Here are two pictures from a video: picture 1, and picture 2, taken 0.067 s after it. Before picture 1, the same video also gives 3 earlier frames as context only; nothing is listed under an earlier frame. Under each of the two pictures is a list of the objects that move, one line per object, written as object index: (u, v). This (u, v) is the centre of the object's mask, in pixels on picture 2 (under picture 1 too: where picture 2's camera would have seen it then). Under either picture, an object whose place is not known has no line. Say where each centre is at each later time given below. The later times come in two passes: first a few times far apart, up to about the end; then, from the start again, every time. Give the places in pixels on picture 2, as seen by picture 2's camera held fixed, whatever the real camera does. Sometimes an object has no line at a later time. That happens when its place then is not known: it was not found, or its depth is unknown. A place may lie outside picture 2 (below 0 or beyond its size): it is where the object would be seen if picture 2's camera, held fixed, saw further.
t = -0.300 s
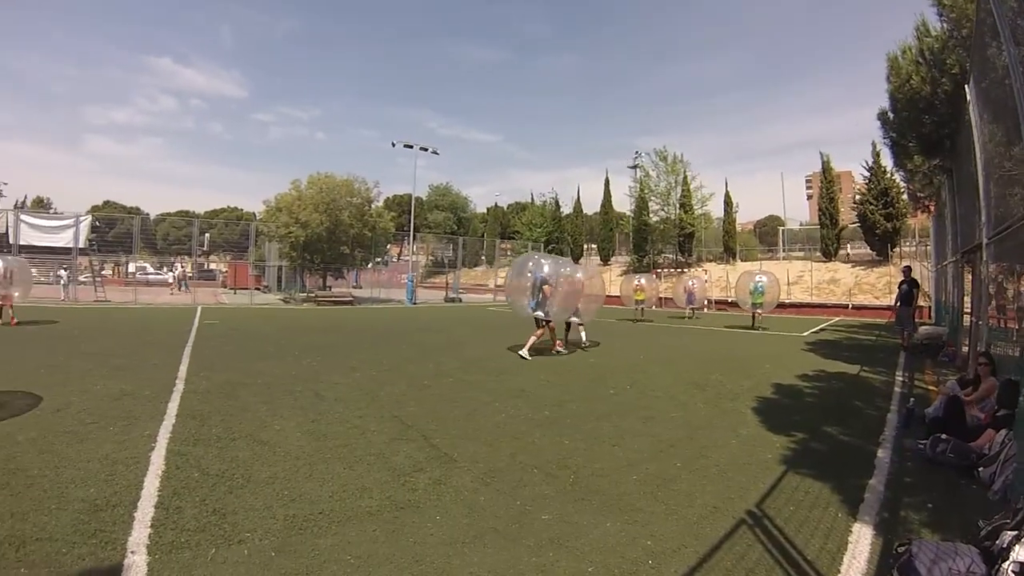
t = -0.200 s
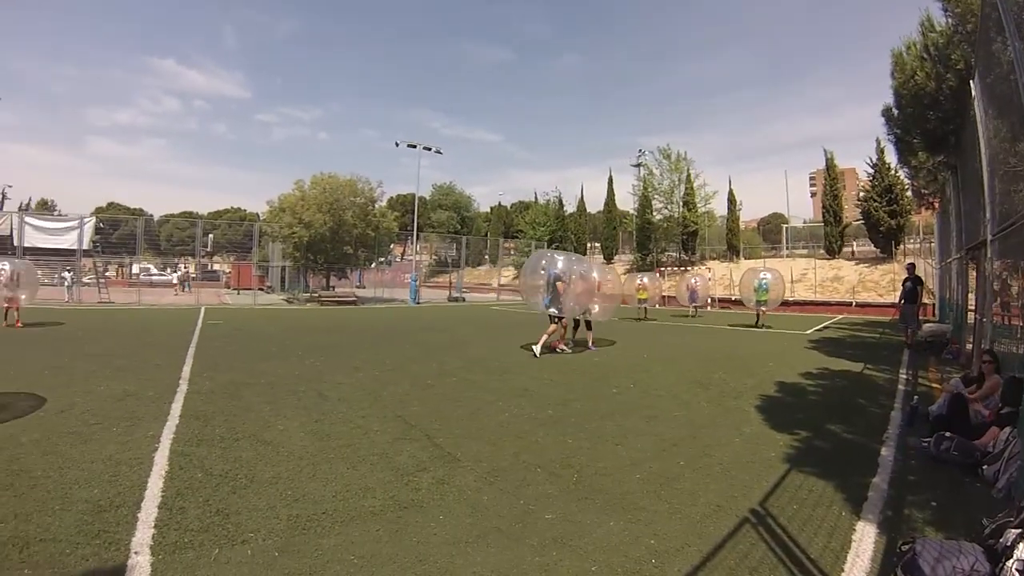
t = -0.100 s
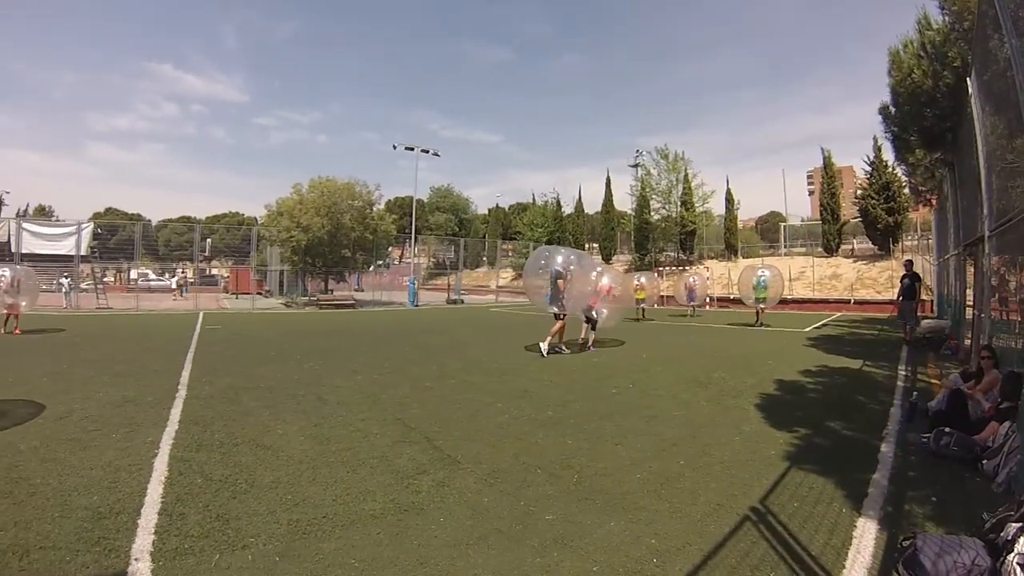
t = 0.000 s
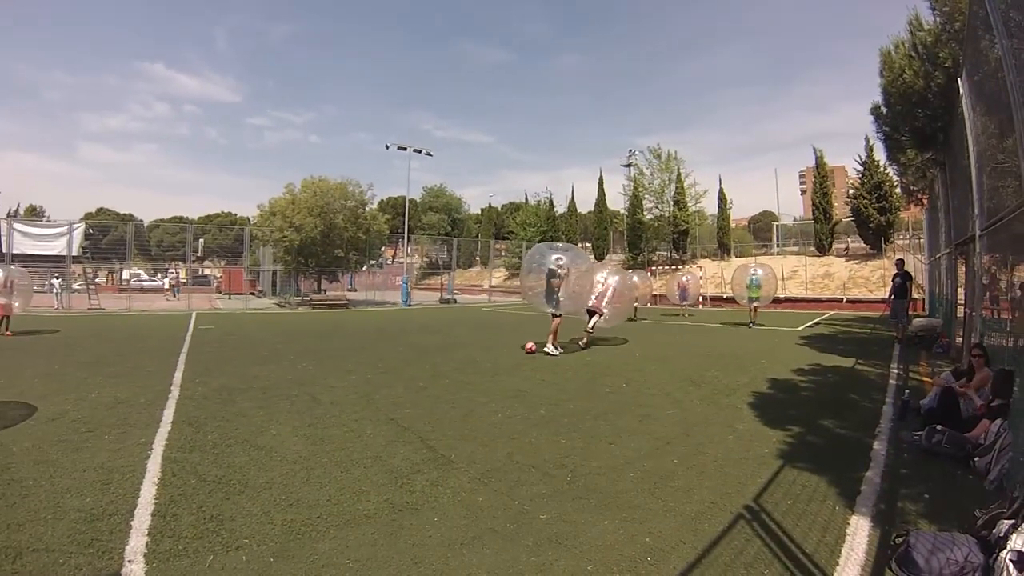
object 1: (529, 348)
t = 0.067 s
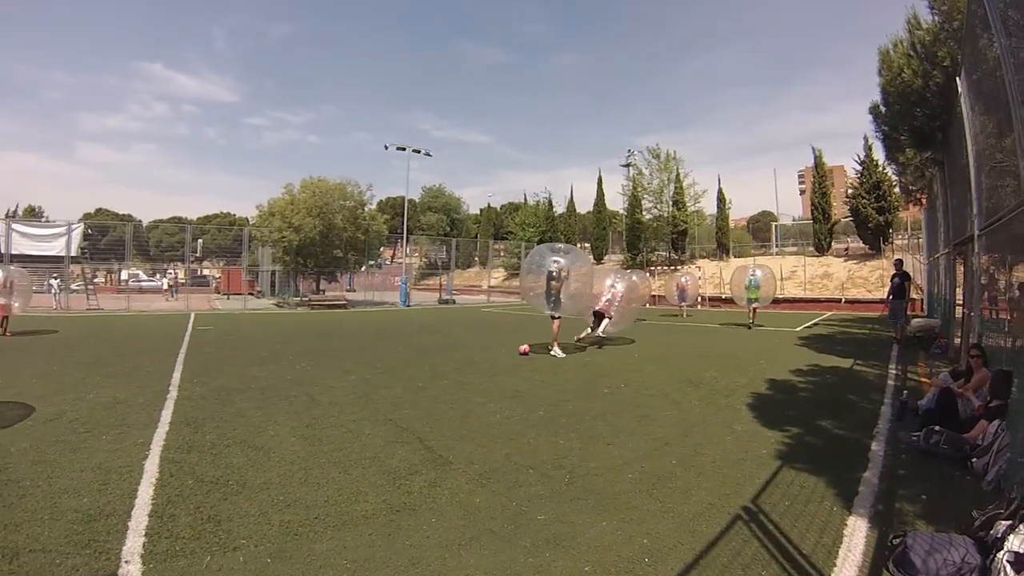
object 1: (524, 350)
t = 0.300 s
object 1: (501, 351)
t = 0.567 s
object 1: (479, 354)
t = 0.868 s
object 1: (452, 357)
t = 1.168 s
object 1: (427, 360)
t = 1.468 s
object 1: (402, 361)
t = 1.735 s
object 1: (381, 363)
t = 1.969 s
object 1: (361, 364)
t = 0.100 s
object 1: (520, 350)
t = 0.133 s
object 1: (518, 350)
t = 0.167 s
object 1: (515, 351)
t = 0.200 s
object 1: (511, 351)
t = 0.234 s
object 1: (508, 351)
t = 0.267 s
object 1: (504, 351)
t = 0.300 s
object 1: (501, 351)
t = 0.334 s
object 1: (498, 352)
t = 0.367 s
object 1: (495, 352)
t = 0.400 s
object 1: (493, 352)
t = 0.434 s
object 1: (490, 353)
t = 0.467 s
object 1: (487, 353)
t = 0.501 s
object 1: (484, 353)
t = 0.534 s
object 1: (482, 354)
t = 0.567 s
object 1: (479, 354)
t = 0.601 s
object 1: (476, 354)
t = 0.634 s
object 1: (472, 355)
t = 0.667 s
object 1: (470, 355)
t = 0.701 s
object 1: (467, 356)
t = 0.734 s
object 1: (464, 356)
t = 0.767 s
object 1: (461, 356)
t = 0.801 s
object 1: (459, 356)
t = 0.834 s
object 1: (456, 357)
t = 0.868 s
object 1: (452, 357)
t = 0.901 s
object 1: (449, 357)
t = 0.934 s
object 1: (447, 357)
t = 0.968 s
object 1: (444, 358)
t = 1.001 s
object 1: (441, 358)
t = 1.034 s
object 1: (438, 358)
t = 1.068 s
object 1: (436, 359)
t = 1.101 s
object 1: (432, 359)
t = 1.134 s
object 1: (430, 359)
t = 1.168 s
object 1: (427, 360)
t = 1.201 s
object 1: (424, 360)
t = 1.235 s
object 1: (422, 360)
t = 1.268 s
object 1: (419, 360)
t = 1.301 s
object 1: (416, 360)
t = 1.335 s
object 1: (413, 360)
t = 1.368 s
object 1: (411, 361)
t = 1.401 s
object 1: (408, 361)
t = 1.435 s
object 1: (405, 361)
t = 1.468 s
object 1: (402, 361)
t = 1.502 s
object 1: (399, 361)
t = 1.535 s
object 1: (396, 362)
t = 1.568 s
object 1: (394, 362)
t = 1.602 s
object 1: (391, 362)
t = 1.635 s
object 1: (388, 362)
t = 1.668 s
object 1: (386, 362)
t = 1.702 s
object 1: (383, 363)
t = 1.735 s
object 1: (381, 363)
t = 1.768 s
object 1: (378, 363)
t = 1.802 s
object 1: (375, 363)
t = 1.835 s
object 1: (372, 363)
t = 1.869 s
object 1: (370, 364)
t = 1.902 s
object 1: (366, 364)
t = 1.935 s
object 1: (363, 364)
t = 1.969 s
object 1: (361, 364)
